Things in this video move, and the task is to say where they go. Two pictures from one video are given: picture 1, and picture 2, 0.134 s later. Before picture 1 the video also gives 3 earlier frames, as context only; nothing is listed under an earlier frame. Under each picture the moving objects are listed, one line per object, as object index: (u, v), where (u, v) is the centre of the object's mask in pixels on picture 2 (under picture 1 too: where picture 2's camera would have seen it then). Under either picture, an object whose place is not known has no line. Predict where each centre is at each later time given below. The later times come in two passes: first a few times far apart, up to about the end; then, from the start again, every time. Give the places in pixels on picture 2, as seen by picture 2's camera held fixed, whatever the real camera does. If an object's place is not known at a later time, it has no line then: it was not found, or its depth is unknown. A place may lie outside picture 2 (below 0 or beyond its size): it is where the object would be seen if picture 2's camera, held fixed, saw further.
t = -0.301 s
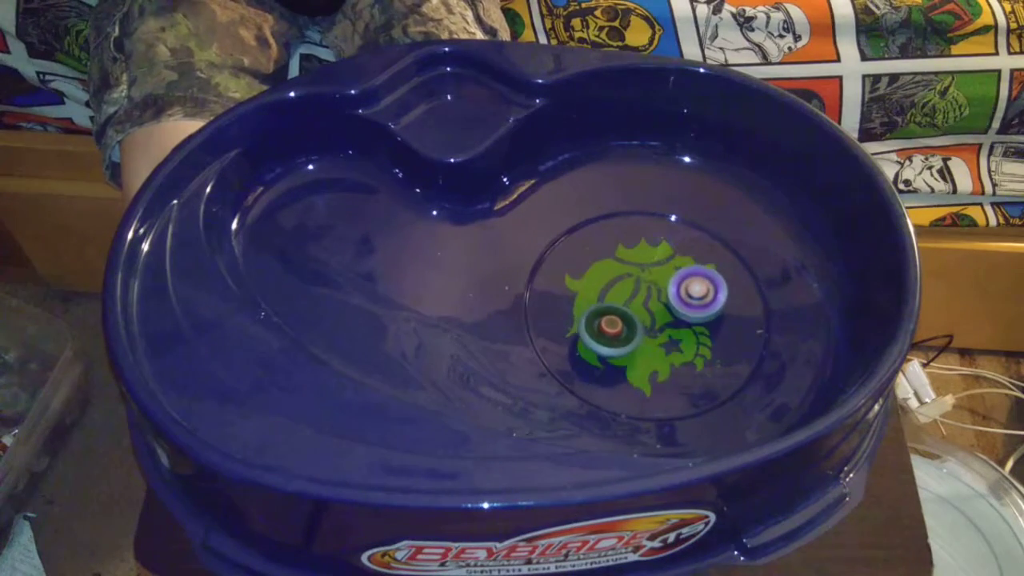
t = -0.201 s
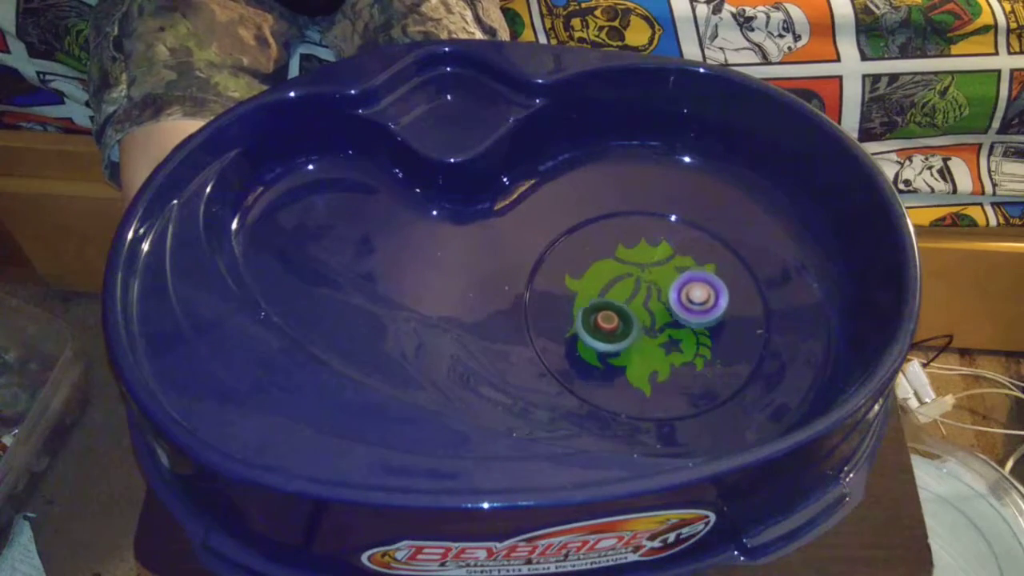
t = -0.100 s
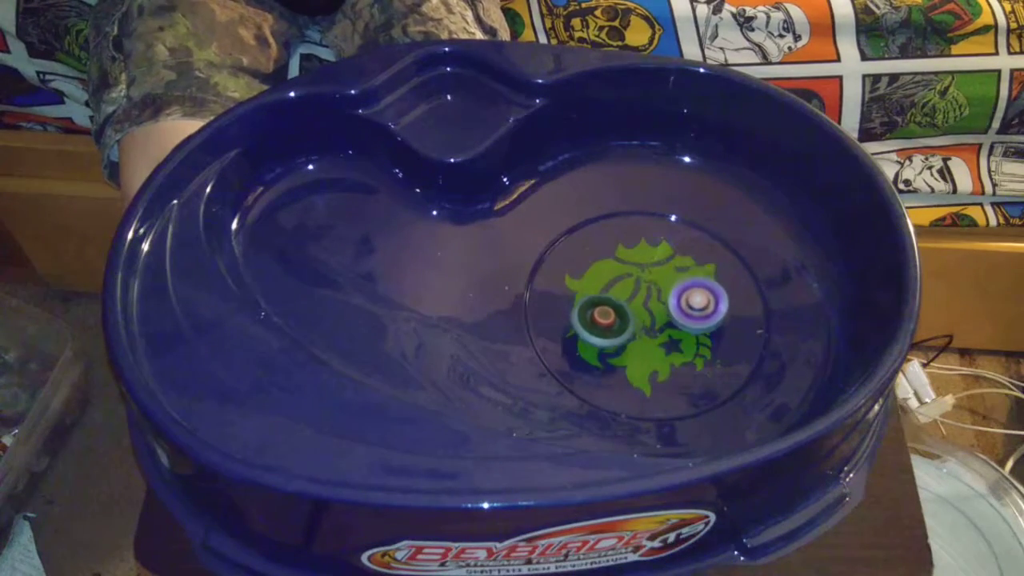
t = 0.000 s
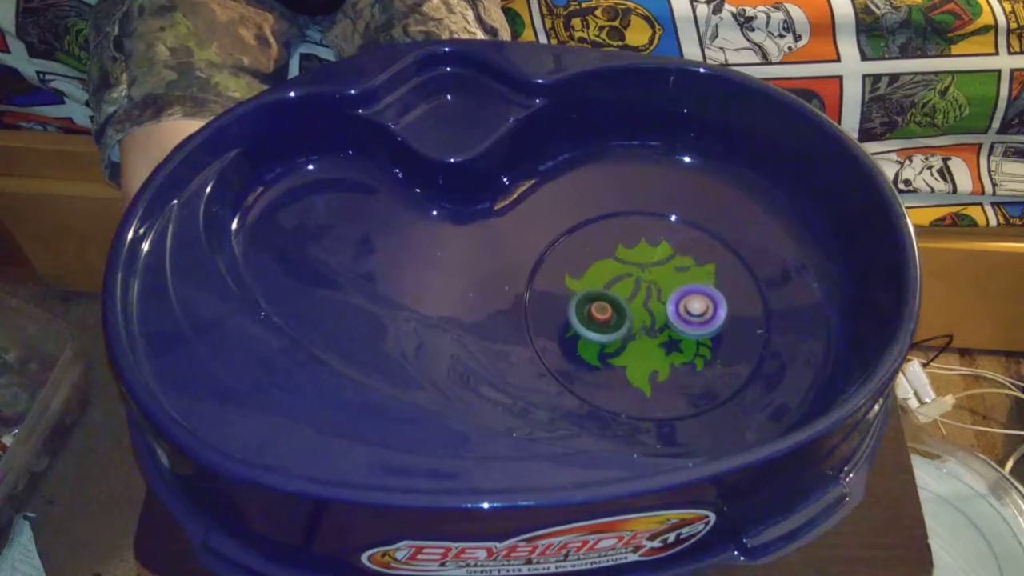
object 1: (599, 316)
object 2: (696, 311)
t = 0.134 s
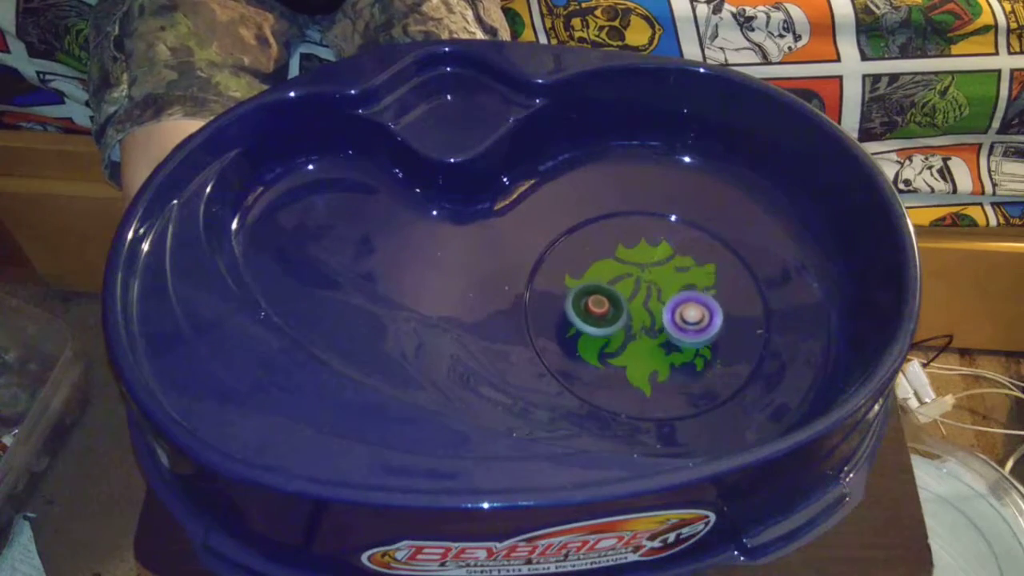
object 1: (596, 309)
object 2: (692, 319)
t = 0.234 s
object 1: (594, 304)
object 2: (687, 325)
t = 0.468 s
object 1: (594, 292)
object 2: (672, 340)
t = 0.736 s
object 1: (600, 281)
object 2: (649, 349)
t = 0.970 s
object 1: (604, 274)
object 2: (629, 348)
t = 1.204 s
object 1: (611, 267)
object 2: (607, 342)
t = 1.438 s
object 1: (622, 264)
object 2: (591, 332)
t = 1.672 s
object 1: (636, 264)
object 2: (584, 319)
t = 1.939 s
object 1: (649, 266)
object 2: (584, 301)
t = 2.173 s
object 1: (660, 271)
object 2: (591, 283)
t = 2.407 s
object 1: (669, 284)
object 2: (601, 268)
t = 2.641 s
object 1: (675, 299)
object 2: (614, 260)
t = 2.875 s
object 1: (676, 311)
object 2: (631, 259)
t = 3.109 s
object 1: (675, 319)
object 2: (651, 264)
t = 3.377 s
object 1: (698, 436)
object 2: (648, 209)
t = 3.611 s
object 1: (672, 378)
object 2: (635, 222)
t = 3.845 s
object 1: (647, 316)
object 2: (635, 245)
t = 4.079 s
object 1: (632, 380)
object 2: (633, 246)
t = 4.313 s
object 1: (624, 373)
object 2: (637, 278)
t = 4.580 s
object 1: (611, 358)
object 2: (654, 314)
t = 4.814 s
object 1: (598, 336)
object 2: (673, 337)
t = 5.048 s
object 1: (593, 316)
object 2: (679, 347)
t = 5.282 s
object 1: (592, 296)
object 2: (677, 348)
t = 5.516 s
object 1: (593, 277)
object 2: (667, 347)
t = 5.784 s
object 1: (597, 261)
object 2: (646, 339)
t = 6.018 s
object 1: (602, 254)
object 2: (627, 328)
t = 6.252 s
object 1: (610, 256)
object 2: (612, 314)
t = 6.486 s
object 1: (636, 235)
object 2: (596, 317)
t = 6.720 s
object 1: (643, 243)
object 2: (597, 311)
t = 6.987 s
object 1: (652, 257)
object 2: (605, 302)
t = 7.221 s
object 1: (701, 249)
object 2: (595, 305)
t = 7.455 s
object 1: (717, 258)
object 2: (606, 311)
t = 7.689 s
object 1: (703, 274)
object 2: (626, 311)
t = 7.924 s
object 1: (736, 271)
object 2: (617, 314)
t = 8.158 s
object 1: (727, 275)
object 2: (616, 323)
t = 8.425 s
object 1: (690, 288)
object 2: (630, 326)
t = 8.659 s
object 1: (714, 255)
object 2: (617, 340)
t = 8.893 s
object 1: (690, 247)
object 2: (623, 347)
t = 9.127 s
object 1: (664, 247)
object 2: (631, 339)
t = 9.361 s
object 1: (645, 248)
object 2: (633, 322)
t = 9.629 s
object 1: (631, 240)
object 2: (625, 309)
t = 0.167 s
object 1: (595, 308)
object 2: (691, 321)
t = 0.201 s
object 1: (594, 306)
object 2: (689, 323)
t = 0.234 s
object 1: (594, 304)
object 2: (687, 325)
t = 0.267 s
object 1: (594, 302)
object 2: (685, 328)
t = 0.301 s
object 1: (593, 300)
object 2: (683, 330)
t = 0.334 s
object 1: (593, 299)
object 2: (681, 332)
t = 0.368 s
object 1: (593, 297)
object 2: (679, 334)
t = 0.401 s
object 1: (594, 295)
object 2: (677, 336)
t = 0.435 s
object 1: (593, 294)
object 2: (674, 338)
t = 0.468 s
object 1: (594, 292)
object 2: (672, 340)
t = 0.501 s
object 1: (594, 290)
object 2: (669, 342)
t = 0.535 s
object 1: (595, 289)
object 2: (667, 343)
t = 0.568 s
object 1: (596, 287)
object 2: (664, 344)
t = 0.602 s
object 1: (596, 286)
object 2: (661, 345)
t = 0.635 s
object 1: (597, 285)
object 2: (658, 347)
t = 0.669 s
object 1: (598, 283)
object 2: (655, 348)
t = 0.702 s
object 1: (599, 282)
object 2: (652, 349)
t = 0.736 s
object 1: (600, 281)
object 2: (649, 349)
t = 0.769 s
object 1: (601, 280)
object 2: (646, 349)
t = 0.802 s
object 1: (601, 279)
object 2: (643, 350)
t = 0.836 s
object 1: (602, 278)
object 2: (640, 349)
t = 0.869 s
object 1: (602, 277)
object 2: (637, 349)
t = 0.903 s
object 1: (603, 276)
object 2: (634, 349)
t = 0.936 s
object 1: (603, 275)
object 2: (631, 349)
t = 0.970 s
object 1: (604, 274)
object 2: (629, 348)
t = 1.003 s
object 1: (605, 273)
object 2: (626, 348)
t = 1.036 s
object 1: (606, 272)
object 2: (622, 347)
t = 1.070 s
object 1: (607, 271)
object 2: (619, 346)
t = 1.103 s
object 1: (607, 270)
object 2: (616, 345)
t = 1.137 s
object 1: (608, 269)
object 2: (613, 344)
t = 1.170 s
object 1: (609, 267)
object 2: (610, 343)
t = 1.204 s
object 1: (611, 267)
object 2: (607, 342)
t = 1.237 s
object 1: (612, 266)
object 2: (604, 341)
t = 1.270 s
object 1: (614, 265)
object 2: (601, 339)
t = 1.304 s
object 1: (615, 265)
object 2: (599, 338)
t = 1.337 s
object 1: (617, 264)
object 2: (597, 337)
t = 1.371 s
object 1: (618, 264)
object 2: (595, 335)
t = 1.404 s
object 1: (620, 264)
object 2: (593, 334)
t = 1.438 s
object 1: (622, 264)
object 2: (591, 332)
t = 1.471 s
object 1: (624, 264)
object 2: (590, 331)
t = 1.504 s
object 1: (626, 264)
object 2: (588, 329)
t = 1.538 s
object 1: (628, 264)
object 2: (587, 327)
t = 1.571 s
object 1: (631, 264)
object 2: (586, 325)
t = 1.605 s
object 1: (632, 264)
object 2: (585, 324)
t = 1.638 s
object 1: (634, 264)
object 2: (584, 321)
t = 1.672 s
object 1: (636, 264)
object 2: (584, 319)
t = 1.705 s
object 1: (638, 264)
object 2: (584, 318)
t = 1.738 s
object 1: (639, 265)
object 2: (583, 315)
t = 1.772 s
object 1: (641, 265)
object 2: (583, 313)
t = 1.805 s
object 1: (643, 265)
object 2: (583, 311)
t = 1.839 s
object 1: (645, 265)
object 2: (583, 308)
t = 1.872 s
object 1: (646, 265)
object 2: (583, 306)
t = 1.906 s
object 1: (647, 266)
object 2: (584, 303)
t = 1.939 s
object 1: (649, 266)
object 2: (584, 301)
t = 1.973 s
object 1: (650, 266)
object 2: (585, 298)
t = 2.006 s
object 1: (651, 267)
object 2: (585, 296)
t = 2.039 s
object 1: (653, 267)
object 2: (586, 293)
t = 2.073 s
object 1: (655, 268)
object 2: (587, 291)
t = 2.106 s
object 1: (656, 269)
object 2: (588, 288)
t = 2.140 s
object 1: (658, 270)
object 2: (589, 285)
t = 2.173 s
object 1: (660, 271)
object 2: (591, 283)
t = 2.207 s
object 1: (661, 272)
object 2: (592, 281)
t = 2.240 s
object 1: (662, 273)
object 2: (593, 278)
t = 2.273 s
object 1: (663, 275)
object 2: (595, 276)
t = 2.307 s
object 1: (665, 278)
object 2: (596, 274)
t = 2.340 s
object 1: (666, 280)
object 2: (598, 272)
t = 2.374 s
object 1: (668, 282)
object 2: (599, 270)
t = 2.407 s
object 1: (669, 284)
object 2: (601, 268)
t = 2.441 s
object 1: (670, 286)
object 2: (603, 266)
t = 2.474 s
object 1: (672, 288)
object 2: (605, 265)
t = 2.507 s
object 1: (672, 290)
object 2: (606, 264)
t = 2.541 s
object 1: (674, 294)
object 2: (608, 262)
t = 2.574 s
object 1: (674, 296)
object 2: (610, 261)
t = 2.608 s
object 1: (675, 298)
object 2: (612, 261)
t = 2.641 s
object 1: (675, 299)
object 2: (614, 260)
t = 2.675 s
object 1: (675, 301)
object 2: (617, 259)
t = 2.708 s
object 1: (676, 303)
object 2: (619, 259)
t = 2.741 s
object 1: (676, 305)
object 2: (621, 259)
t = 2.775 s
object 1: (676, 307)
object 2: (623, 258)
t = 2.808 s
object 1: (676, 308)
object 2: (626, 258)
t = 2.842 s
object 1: (676, 309)
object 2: (629, 259)
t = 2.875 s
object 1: (676, 311)
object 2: (631, 259)
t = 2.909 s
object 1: (676, 312)
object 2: (634, 259)
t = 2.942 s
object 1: (676, 314)
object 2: (636, 260)
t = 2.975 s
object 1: (676, 315)
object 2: (639, 260)
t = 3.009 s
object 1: (676, 316)
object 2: (642, 261)
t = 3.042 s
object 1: (676, 317)
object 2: (645, 262)
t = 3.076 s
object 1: (675, 318)
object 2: (648, 263)
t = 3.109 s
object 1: (675, 319)
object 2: (651, 264)
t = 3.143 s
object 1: (675, 320)
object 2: (654, 266)
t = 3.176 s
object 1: (676, 325)
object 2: (656, 265)
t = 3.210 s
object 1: (685, 365)
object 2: (656, 248)
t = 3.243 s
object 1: (692, 395)
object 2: (655, 232)
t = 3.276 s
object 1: (697, 408)
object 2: (653, 220)
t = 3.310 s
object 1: (700, 423)
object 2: (652, 213)
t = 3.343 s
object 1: (699, 436)
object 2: (650, 210)
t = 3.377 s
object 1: (698, 436)
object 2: (648, 209)
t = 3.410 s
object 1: (695, 435)
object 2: (645, 209)
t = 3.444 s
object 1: (691, 431)
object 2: (643, 210)
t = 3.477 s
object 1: (688, 425)
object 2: (641, 212)
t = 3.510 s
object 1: (684, 415)
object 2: (639, 214)
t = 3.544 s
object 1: (681, 404)
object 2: (638, 216)
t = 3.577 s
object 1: (677, 392)
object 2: (636, 219)
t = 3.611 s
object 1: (672, 378)
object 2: (635, 222)
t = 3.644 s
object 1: (669, 365)
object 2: (634, 225)
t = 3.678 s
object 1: (664, 353)
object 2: (633, 229)
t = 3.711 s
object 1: (659, 339)
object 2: (633, 234)
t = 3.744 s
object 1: (655, 328)
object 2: (633, 238)
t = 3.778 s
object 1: (652, 317)
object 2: (633, 243)
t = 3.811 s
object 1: (648, 309)
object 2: (634, 247)
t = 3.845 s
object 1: (647, 316)
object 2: (635, 245)
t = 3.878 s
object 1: (647, 332)
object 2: (634, 239)
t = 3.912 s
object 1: (645, 348)
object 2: (634, 236)
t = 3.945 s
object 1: (643, 360)
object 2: (634, 236)
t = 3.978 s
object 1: (640, 369)
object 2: (634, 238)
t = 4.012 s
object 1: (637, 374)
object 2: (634, 240)
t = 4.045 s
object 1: (634, 378)
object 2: (633, 243)
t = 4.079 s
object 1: (632, 380)
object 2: (633, 246)
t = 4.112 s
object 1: (630, 380)
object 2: (633, 250)
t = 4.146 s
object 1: (629, 380)
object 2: (632, 254)
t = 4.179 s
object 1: (628, 379)
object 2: (633, 258)
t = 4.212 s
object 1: (627, 377)
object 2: (633, 263)
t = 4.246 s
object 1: (626, 376)
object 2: (634, 268)
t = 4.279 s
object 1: (625, 375)
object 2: (636, 272)
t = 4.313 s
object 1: (624, 373)
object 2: (637, 278)
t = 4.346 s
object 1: (622, 371)
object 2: (639, 283)
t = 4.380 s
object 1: (621, 369)
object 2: (640, 288)
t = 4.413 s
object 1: (620, 368)
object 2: (642, 292)
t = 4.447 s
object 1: (618, 366)
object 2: (644, 296)
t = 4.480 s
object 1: (617, 364)
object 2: (647, 301)
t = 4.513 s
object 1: (615, 362)
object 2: (649, 306)
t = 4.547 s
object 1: (613, 360)
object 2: (651, 310)
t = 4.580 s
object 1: (611, 358)
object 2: (654, 314)
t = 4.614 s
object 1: (608, 355)
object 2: (657, 318)
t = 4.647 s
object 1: (606, 352)
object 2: (660, 322)
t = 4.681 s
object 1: (604, 349)
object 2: (662, 325)
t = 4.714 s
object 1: (602, 346)
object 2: (665, 328)
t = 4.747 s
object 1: (601, 343)
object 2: (668, 331)
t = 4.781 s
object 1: (599, 340)
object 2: (671, 335)
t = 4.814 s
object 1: (598, 336)
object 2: (673, 337)
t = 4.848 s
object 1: (597, 333)
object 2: (674, 339)
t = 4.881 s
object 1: (597, 331)
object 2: (676, 341)
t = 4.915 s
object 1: (596, 329)
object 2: (677, 343)
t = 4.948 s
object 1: (595, 325)
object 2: (678, 344)
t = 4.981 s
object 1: (595, 322)
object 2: (679, 345)
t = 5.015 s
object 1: (594, 319)
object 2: (679, 346)
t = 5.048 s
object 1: (593, 316)
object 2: (679, 347)
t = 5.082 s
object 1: (593, 313)
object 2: (679, 347)
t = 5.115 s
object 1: (593, 310)
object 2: (679, 347)
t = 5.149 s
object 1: (592, 308)
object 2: (679, 348)
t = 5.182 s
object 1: (592, 305)
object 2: (679, 348)
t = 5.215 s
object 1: (592, 302)
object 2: (679, 348)
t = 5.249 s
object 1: (592, 299)
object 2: (678, 348)
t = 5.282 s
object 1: (592, 296)
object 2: (677, 348)
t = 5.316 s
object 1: (592, 293)
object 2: (676, 349)
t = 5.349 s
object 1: (592, 291)
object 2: (675, 349)
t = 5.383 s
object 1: (592, 288)
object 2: (674, 348)
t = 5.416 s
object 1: (592, 285)
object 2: (672, 348)
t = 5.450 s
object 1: (593, 282)
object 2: (670, 348)
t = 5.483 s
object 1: (592, 280)
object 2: (668, 348)
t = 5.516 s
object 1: (593, 277)
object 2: (667, 347)
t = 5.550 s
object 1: (593, 275)
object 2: (664, 346)
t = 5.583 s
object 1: (593, 272)
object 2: (662, 346)
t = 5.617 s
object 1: (593, 270)
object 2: (660, 345)
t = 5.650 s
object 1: (594, 269)
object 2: (657, 344)
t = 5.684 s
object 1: (594, 266)
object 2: (654, 342)
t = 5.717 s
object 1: (595, 265)
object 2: (652, 341)
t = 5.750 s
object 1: (596, 263)
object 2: (649, 340)
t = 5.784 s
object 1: (597, 261)
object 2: (646, 339)
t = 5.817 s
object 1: (597, 260)
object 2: (644, 337)
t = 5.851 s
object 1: (598, 259)
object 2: (641, 336)
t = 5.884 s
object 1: (598, 257)
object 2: (638, 334)
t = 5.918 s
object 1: (599, 256)
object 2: (635, 333)
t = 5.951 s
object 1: (600, 255)
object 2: (633, 331)
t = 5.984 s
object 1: (601, 255)
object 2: (630, 330)
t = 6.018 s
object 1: (602, 254)
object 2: (627, 328)
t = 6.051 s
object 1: (603, 254)
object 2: (624, 326)
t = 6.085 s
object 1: (604, 254)
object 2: (622, 324)
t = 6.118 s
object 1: (605, 254)
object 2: (620, 322)
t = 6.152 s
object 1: (606, 254)
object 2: (617, 320)
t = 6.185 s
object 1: (608, 255)
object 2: (615, 318)
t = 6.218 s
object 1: (609, 256)
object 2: (613, 316)
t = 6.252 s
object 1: (610, 256)
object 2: (612, 314)
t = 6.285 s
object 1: (612, 257)
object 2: (609, 311)
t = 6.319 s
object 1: (613, 257)
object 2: (607, 310)
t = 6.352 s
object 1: (616, 257)
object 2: (604, 311)
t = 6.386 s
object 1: (622, 247)
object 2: (601, 315)
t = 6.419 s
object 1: (628, 239)
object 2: (599, 317)
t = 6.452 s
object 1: (633, 236)
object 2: (597, 317)
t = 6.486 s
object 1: (636, 235)
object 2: (596, 317)
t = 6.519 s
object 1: (637, 236)
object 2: (596, 316)
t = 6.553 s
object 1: (639, 237)
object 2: (596, 316)
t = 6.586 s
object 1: (640, 238)
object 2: (596, 315)
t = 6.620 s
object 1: (640, 239)
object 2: (596, 314)
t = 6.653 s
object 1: (641, 240)
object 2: (596, 313)
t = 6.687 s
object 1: (642, 241)
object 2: (596, 312)
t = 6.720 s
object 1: (643, 243)
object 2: (597, 311)
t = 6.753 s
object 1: (645, 244)
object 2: (597, 310)
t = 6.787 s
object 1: (646, 246)
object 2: (598, 309)
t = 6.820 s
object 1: (647, 248)
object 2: (599, 308)
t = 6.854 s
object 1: (648, 249)
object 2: (600, 307)
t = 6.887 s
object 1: (649, 251)
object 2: (601, 306)
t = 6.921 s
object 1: (650, 253)
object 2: (602, 304)
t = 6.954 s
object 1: (652, 255)
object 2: (603, 303)
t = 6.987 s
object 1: (652, 257)
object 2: (605, 302)
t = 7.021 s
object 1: (653, 259)
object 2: (606, 301)
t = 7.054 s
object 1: (654, 261)
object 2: (608, 299)
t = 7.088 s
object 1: (655, 263)
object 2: (609, 298)
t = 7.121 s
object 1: (657, 264)
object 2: (610, 297)
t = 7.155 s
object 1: (671, 260)
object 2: (603, 300)
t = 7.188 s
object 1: (688, 253)
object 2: (597, 303)
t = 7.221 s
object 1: (701, 249)
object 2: (595, 305)
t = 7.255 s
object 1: (711, 247)
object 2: (595, 306)
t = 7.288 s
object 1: (718, 248)
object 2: (596, 307)
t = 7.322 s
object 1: (720, 250)
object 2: (597, 308)
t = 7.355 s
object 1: (720, 252)
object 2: (599, 308)
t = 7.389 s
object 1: (720, 254)
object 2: (601, 310)
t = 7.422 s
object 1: (719, 256)
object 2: (603, 310)
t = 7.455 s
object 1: (717, 258)
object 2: (606, 311)
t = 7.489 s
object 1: (715, 260)
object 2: (609, 311)
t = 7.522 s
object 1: (713, 263)
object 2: (612, 312)
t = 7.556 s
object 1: (711, 265)
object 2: (615, 312)
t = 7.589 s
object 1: (709, 267)
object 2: (617, 311)
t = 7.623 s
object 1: (707, 270)
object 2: (620, 311)
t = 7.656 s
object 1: (705, 272)
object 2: (623, 311)
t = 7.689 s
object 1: (703, 274)
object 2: (626, 311)
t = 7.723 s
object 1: (700, 277)
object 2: (629, 310)
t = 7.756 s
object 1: (698, 279)
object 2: (632, 309)
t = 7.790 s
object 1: (696, 281)
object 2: (635, 308)
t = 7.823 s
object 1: (694, 282)
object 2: (638, 307)
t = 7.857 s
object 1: (703, 281)
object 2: (633, 308)
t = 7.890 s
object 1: (723, 276)
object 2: (623, 311)
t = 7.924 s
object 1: (736, 271)
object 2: (617, 314)
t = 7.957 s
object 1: (748, 267)
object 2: (613, 315)
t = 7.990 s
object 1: (752, 265)
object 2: (612, 317)
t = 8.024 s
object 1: (750, 267)
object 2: (612, 318)
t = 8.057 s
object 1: (745, 268)
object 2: (613, 319)
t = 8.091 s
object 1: (739, 270)
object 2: (613, 321)
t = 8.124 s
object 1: (734, 273)
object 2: (614, 322)
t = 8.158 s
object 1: (727, 275)
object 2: (616, 323)
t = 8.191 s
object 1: (722, 277)
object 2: (618, 324)
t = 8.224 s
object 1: (717, 278)
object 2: (619, 325)
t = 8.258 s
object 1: (711, 280)
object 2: (620, 325)
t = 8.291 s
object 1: (707, 282)
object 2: (622, 326)
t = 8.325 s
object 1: (702, 283)
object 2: (624, 326)
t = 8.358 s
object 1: (698, 285)
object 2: (626, 326)
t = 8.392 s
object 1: (693, 286)
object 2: (628, 326)
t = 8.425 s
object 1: (690, 288)
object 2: (630, 326)
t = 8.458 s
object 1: (686, 289)
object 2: (632, 326)
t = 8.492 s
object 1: (683, 290)
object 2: (634, 326)
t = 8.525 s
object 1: (681, 290)
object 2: (634, 326)
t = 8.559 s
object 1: (689, 282)
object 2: (627, 331)
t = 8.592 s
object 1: (700, 272)
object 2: (620, 335)
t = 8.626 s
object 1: (708, 264)
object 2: (618, 338)
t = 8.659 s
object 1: (714, 255)
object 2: (617, 340)
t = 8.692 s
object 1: (715, 251)
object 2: (617, 342)
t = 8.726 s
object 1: (713, 249)
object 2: (618, 343)
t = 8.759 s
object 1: (709, 248)
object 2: (619, 345)
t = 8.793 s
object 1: (704, 247)
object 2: (620, 346)
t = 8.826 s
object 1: (700, 247)
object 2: (621, 347)
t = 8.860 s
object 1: (695, 247)
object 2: (622, 347)
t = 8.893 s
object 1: (690, 247)
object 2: (623, 347)
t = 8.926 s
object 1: (685, 246)
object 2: (624, 347)
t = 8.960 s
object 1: (681, 247)
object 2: (626, 346)
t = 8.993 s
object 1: (678, 246)
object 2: (627, 345)
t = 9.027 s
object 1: (673, 247)
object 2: (628, 344)
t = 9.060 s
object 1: (670, 247)
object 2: (629, 343)
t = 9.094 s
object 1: (667, 247)
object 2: (630, 341)
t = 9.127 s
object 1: (664, 247)
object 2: (631, 339)
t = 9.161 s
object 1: (661, 247)
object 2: (632, 337)
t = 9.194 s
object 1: (658, 247)
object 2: (632, 335)
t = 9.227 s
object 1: (655, 247)
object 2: (633, 332)
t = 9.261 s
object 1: (652, 247)
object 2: (633, 329)
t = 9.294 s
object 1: (649, 248)
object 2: (633, 327)
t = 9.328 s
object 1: (647, 248)
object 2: (633, 324)
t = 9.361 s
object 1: (645, 248)
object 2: (633, 322)
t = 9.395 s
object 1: (643, 249)
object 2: (633, 319)
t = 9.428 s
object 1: (640, 249)
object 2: (632, 316)
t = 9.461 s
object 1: (638, 249)
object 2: (631, 314)
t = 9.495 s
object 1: (635, 250)
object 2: (630, 311)
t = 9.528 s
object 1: (633, 250)
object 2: (629, 308)
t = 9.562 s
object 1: (631, 251)
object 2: (628, 305)
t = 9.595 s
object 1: (630, 250)
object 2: (627, 304)
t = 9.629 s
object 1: (631, 240)
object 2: (625, 309)
